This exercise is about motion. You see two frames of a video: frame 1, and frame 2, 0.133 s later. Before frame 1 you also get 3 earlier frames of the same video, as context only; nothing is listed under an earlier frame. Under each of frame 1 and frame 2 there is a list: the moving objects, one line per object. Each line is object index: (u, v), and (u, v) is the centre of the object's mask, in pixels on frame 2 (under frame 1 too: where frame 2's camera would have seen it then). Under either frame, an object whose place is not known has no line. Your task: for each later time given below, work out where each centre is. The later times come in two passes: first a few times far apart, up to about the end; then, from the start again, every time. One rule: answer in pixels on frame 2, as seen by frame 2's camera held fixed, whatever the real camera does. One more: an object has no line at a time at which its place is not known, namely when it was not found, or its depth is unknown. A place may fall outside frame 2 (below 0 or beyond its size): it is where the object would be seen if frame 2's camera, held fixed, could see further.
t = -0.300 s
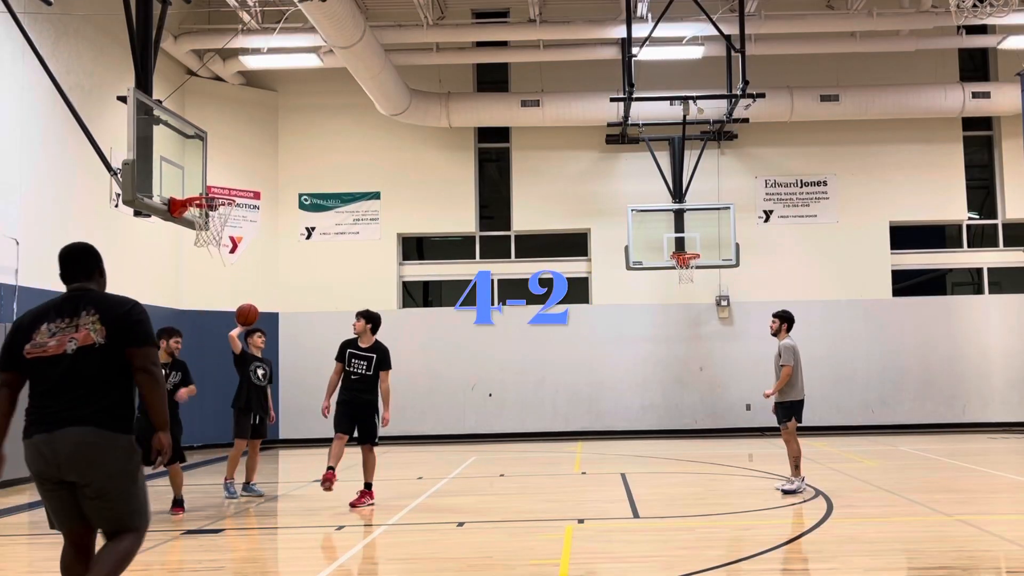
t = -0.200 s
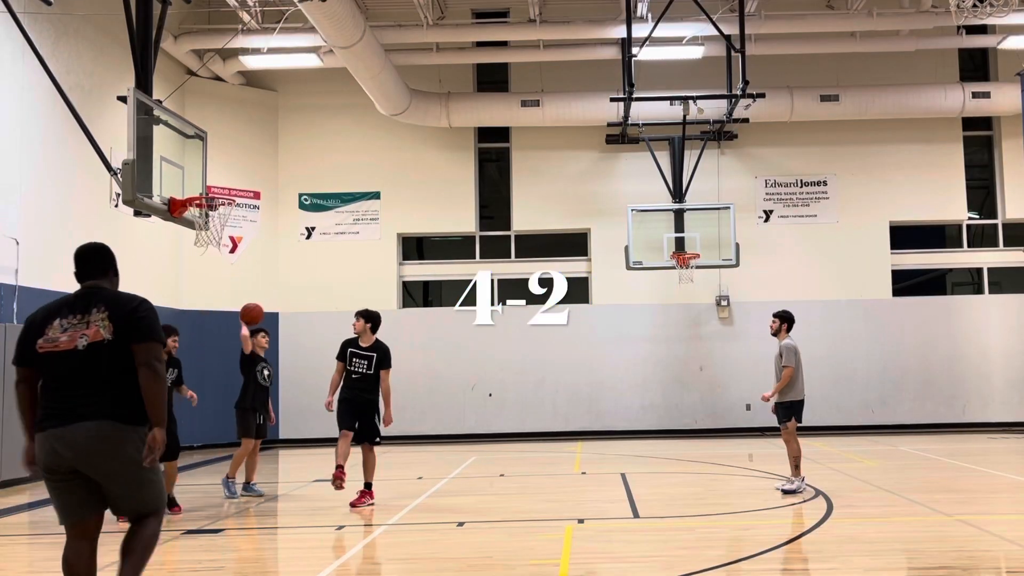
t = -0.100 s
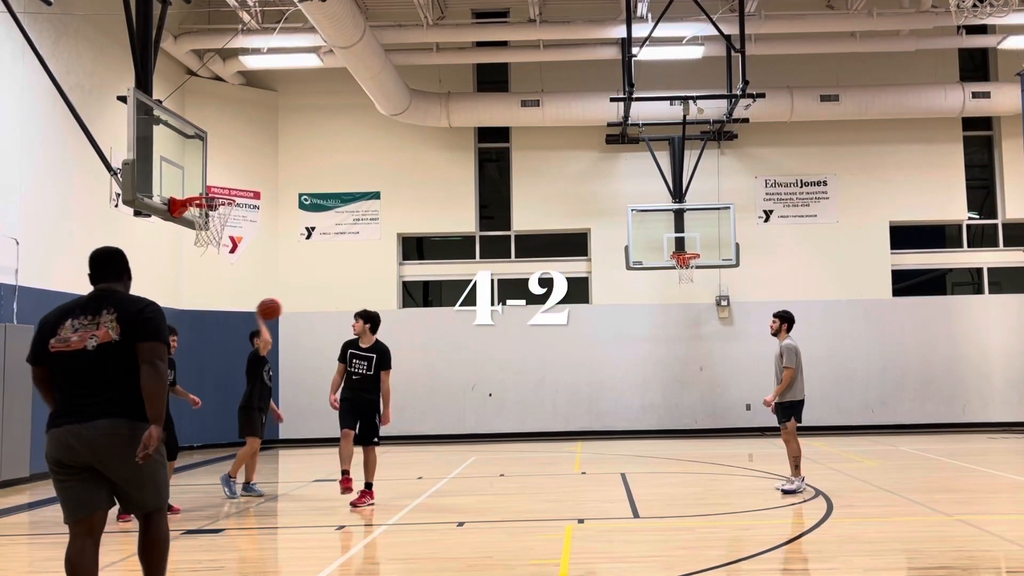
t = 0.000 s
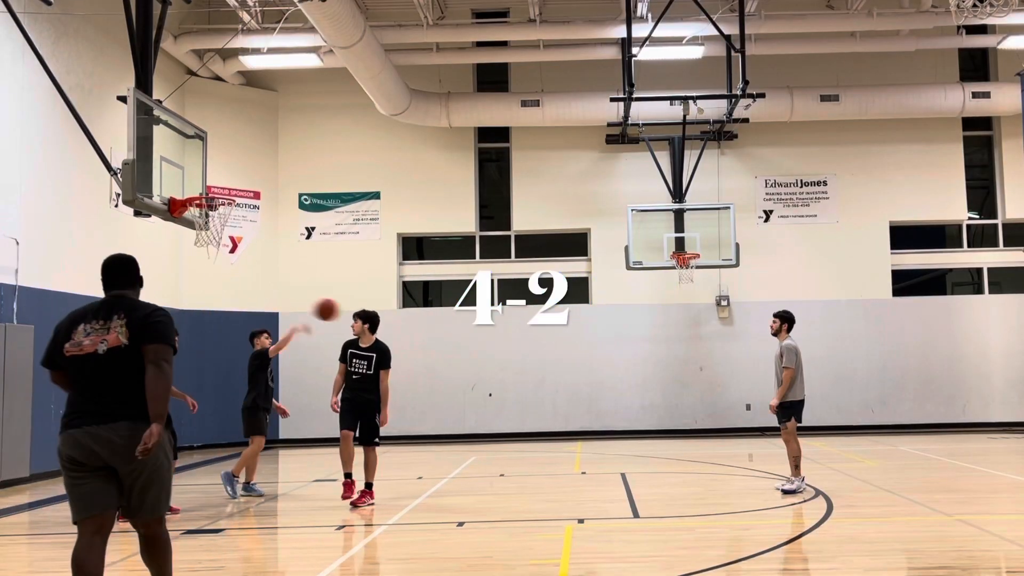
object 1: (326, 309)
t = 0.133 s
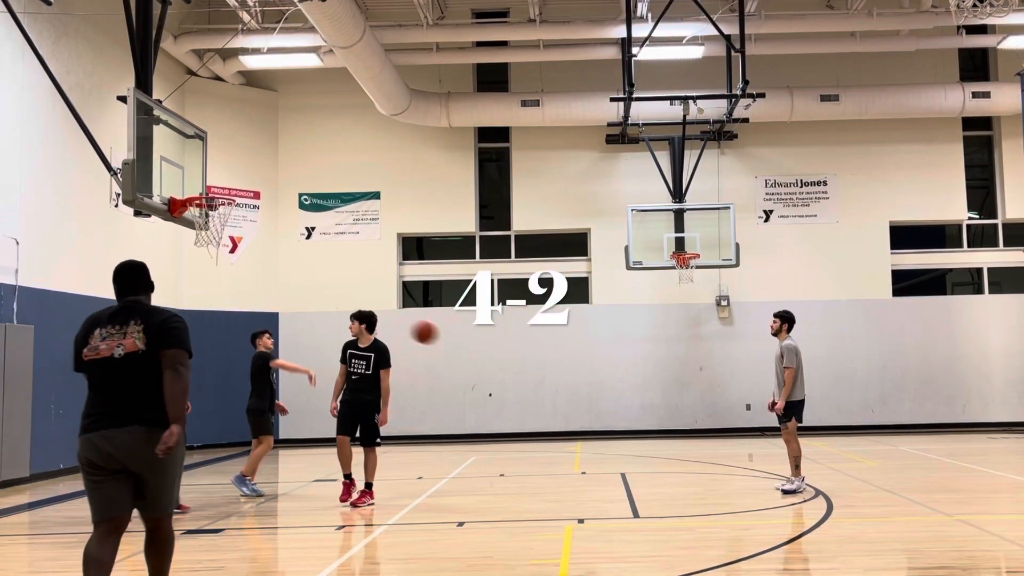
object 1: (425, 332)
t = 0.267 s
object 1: (522, 372)
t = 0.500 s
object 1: (693, 476)
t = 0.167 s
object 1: (449, 340)
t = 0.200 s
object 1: (473, 349)
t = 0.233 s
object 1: (498, 360)
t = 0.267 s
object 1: (522, 372)
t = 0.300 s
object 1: (547, 384)
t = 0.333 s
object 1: (572, 398)
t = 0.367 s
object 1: (596, 412)
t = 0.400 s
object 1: (621, 428)
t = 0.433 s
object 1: (646, 446)
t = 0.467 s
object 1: (671, 464)
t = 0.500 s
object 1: (693, 476)
